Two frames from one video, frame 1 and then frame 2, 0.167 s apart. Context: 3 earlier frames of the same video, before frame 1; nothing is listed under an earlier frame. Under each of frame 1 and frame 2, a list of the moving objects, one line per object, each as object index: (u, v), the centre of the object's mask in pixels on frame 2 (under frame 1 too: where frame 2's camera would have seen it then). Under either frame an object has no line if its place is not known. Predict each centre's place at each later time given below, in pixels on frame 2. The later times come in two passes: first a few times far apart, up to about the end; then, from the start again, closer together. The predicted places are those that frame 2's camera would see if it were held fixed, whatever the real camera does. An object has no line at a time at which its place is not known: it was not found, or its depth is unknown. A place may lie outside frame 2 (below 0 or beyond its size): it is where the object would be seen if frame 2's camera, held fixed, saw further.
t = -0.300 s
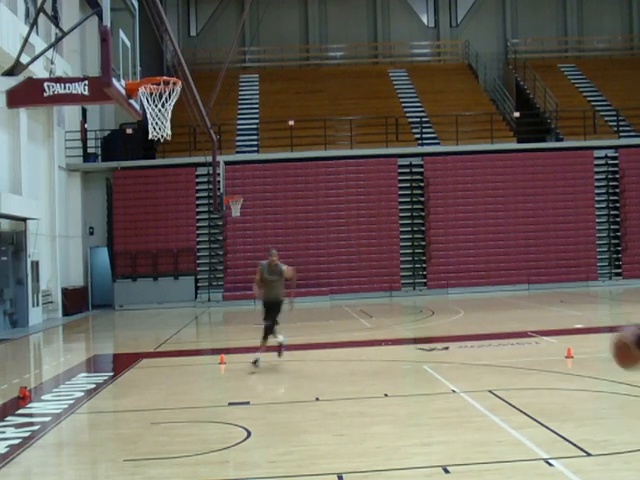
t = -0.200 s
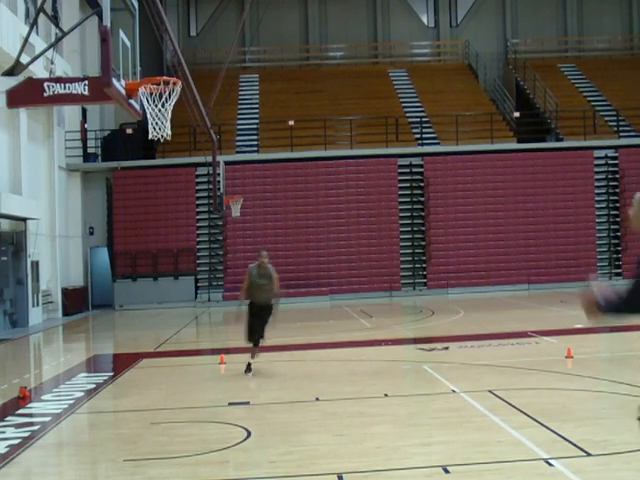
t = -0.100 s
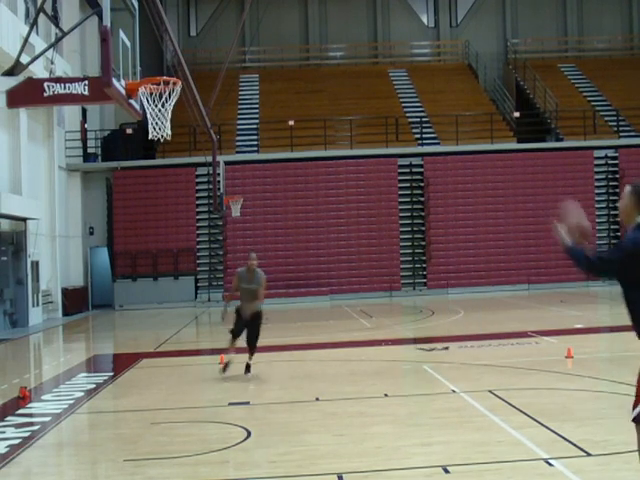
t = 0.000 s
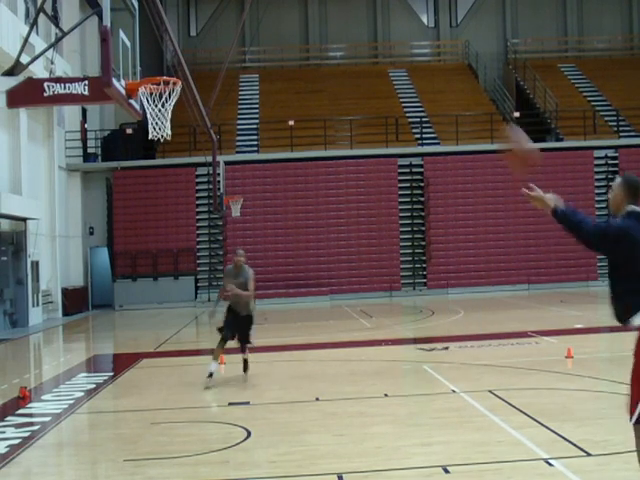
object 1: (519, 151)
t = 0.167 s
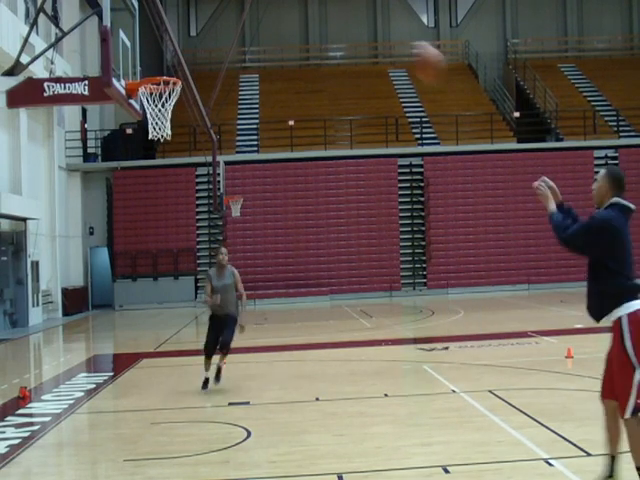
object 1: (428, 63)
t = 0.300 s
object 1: (366, 28)
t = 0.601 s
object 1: (258, 41)
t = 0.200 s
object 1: (408, 49)
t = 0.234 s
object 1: (396, 40)
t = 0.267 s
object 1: (380, 34)
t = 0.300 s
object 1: (366, 28)
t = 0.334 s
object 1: (352, 24)
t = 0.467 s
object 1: (301, 22)
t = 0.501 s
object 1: (289, 25)
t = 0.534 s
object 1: (279, 29)
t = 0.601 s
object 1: (258, 41)
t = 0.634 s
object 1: (249, 48)
